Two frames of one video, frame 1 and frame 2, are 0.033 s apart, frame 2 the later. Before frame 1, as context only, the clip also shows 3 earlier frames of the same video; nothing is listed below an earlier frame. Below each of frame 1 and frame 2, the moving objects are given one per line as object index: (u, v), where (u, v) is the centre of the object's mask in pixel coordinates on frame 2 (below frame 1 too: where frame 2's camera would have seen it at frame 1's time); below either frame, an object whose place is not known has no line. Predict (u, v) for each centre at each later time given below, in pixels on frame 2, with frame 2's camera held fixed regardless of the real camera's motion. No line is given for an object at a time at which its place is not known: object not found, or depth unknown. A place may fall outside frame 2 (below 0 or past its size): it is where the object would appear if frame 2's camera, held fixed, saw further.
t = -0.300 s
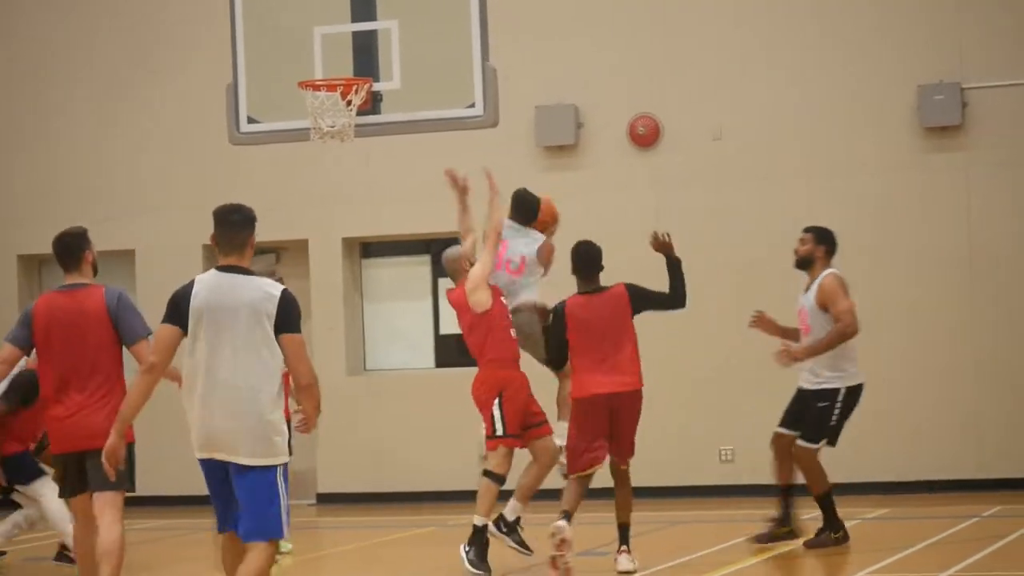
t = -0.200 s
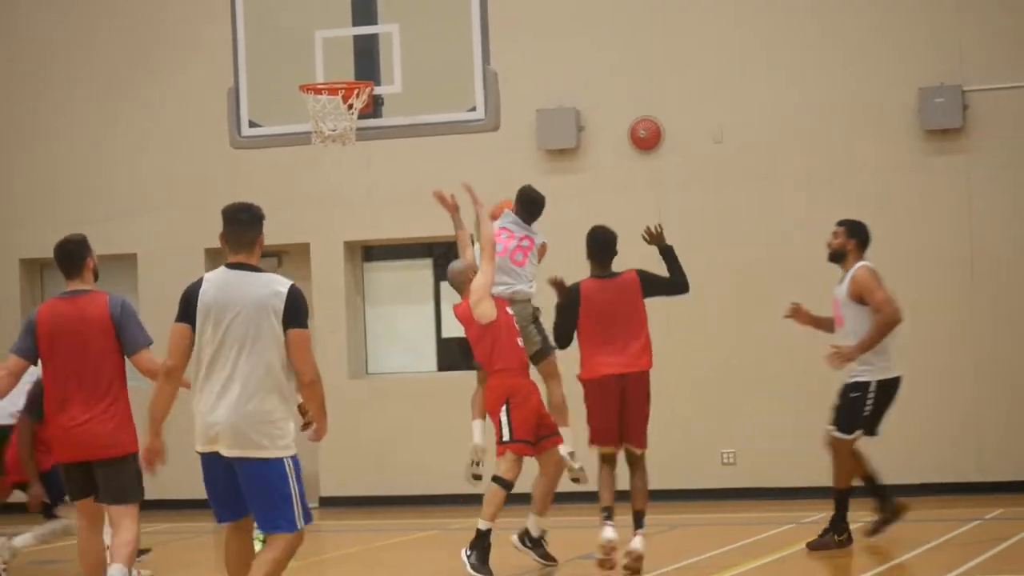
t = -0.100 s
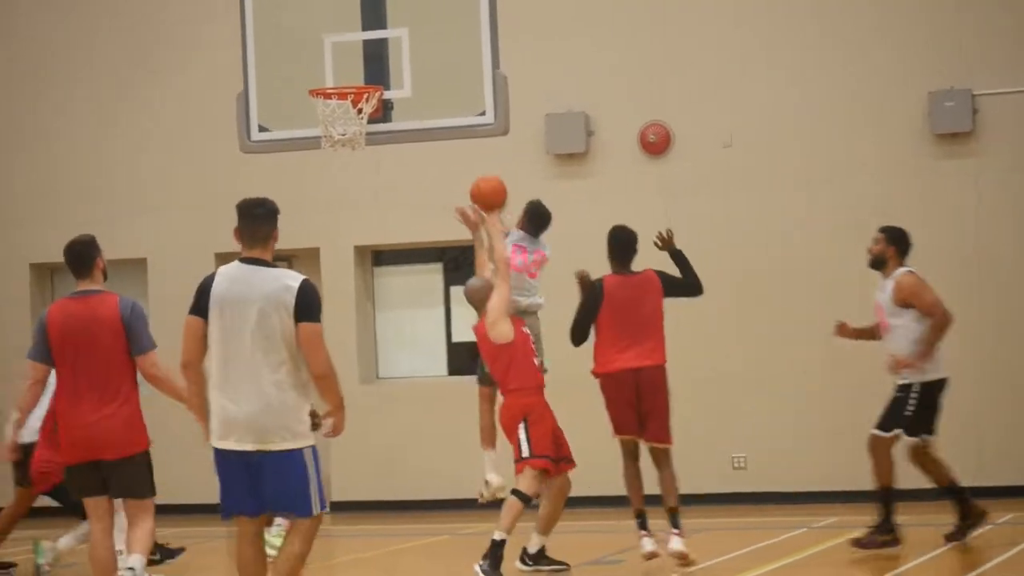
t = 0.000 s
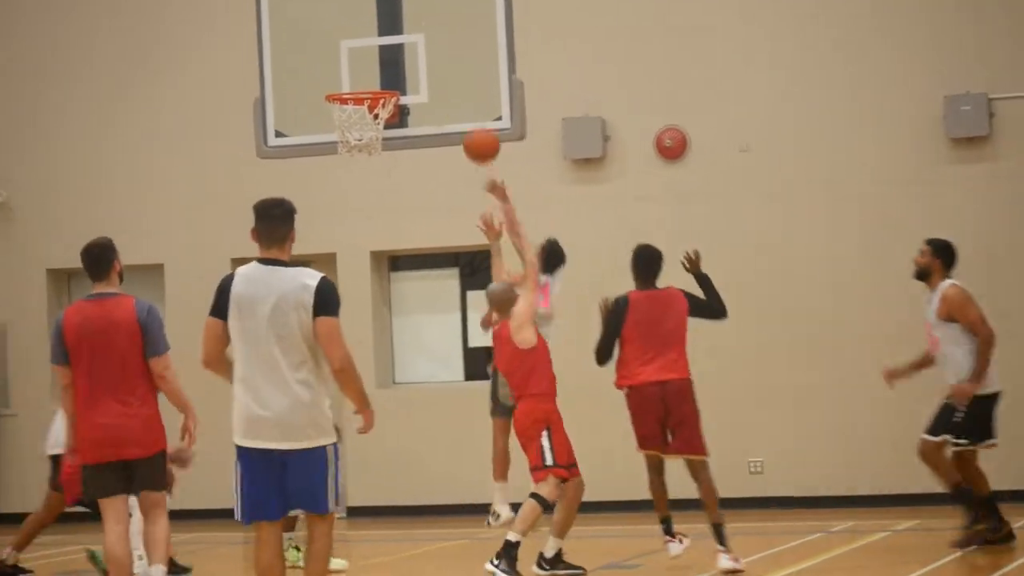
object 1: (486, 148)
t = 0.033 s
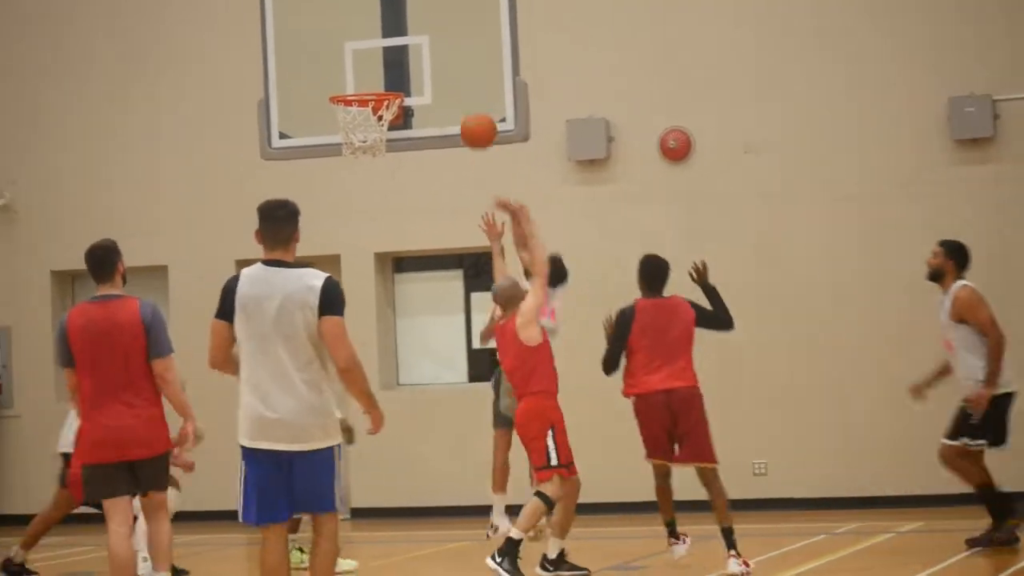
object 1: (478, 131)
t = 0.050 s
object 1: (475, 123)
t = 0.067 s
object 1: (472, 117)
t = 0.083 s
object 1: (469, 110)
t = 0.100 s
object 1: (466, 104)
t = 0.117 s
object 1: (462, 99)
